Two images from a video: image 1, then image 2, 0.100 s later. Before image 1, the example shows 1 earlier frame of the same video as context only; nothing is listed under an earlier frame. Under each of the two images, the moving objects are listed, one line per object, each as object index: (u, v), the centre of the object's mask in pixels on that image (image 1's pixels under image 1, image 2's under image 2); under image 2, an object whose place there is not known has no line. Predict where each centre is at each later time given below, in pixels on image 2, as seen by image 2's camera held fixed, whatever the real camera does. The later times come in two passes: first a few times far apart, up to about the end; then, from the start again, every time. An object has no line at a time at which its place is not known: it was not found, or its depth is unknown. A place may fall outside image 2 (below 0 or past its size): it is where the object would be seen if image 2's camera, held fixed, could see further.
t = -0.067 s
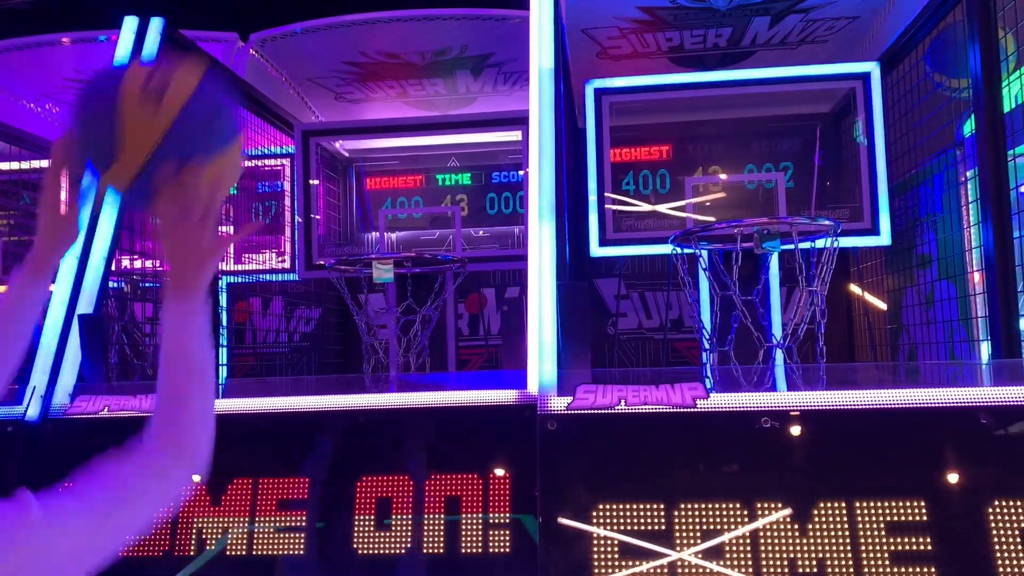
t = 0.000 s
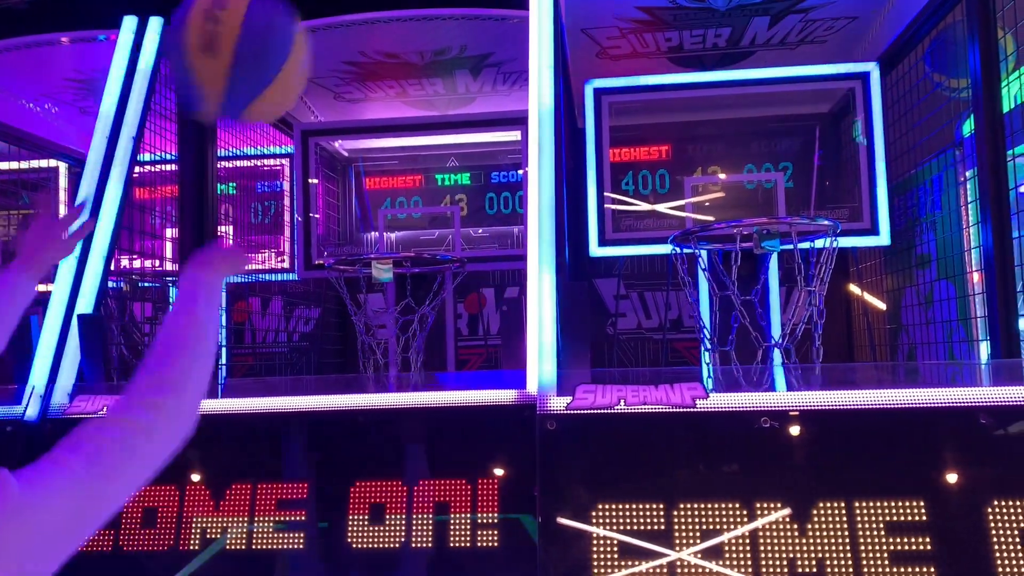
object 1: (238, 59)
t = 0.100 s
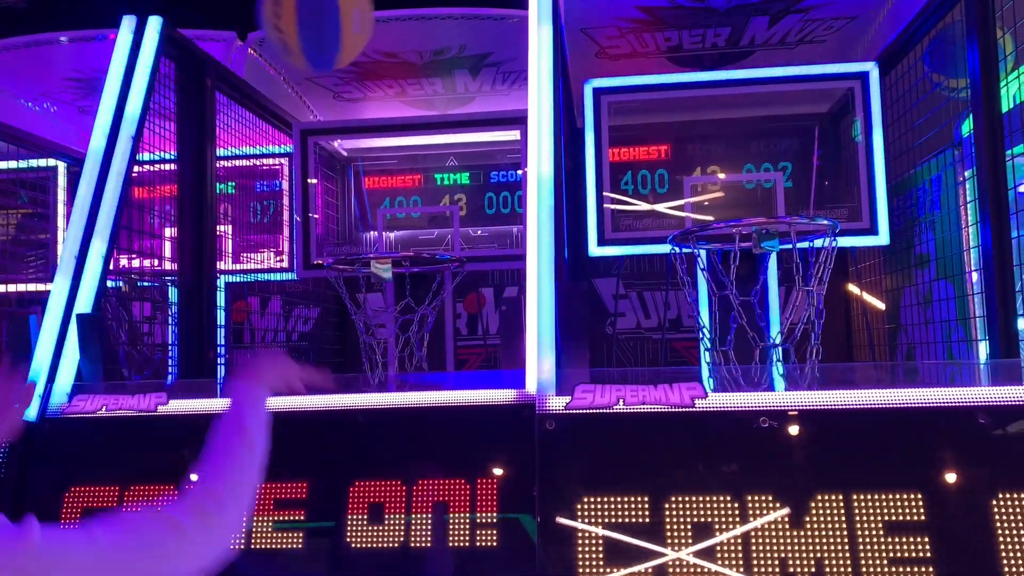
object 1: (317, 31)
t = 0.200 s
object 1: (371, 35)
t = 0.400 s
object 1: (440, 138)
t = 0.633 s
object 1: (400, 218)
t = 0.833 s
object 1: (272, 214)
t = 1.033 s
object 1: (299, 292)
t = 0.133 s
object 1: (338, 29)
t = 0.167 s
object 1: (356, 31)
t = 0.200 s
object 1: (371, 35)
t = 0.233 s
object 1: (385, 41)
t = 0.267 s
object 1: (399, 55)
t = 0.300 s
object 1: (410, 73)
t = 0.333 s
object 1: (420, 91)
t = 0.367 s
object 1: (430, 112)
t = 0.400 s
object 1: (440, 138)
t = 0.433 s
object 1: (449, 163)
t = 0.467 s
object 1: (451, 181)
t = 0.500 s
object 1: (446, 193)
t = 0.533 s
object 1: (440, 210)
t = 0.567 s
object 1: (434, 229)
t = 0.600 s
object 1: (421, 227)
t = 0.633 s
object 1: (400, 218)
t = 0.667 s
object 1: (380, 208)
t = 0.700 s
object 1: (358, 201)
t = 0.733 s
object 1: (337, 200)
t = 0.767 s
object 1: (315, 201)
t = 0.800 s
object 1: (294, 207)
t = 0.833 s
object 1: (272, 214)
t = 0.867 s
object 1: (249, 227)
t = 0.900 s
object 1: (242, 236)
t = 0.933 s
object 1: (256, 244)
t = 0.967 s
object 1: (270, 255)
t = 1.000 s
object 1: (285, 272)
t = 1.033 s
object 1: (299, 292)
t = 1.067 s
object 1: (313, 314)
